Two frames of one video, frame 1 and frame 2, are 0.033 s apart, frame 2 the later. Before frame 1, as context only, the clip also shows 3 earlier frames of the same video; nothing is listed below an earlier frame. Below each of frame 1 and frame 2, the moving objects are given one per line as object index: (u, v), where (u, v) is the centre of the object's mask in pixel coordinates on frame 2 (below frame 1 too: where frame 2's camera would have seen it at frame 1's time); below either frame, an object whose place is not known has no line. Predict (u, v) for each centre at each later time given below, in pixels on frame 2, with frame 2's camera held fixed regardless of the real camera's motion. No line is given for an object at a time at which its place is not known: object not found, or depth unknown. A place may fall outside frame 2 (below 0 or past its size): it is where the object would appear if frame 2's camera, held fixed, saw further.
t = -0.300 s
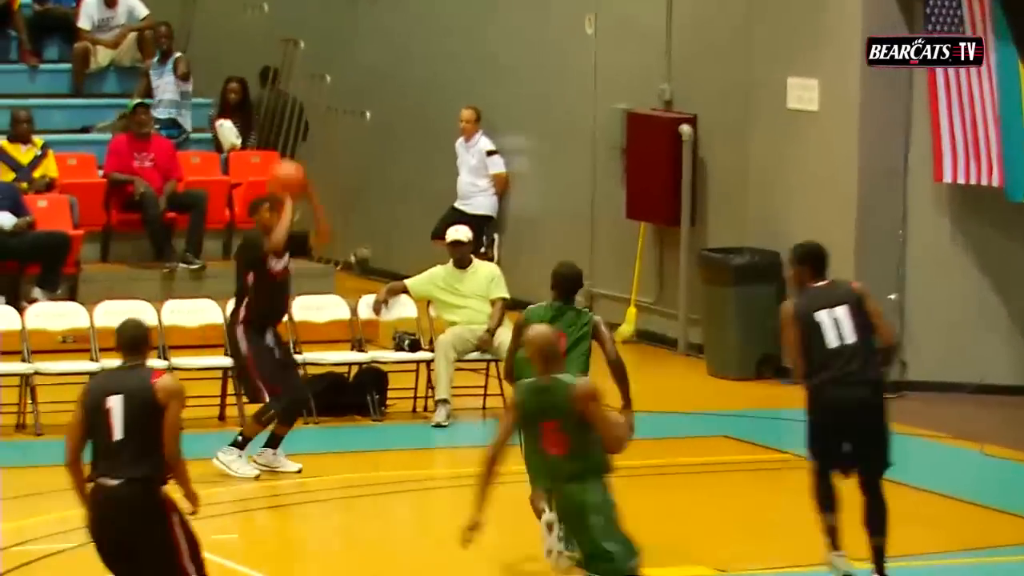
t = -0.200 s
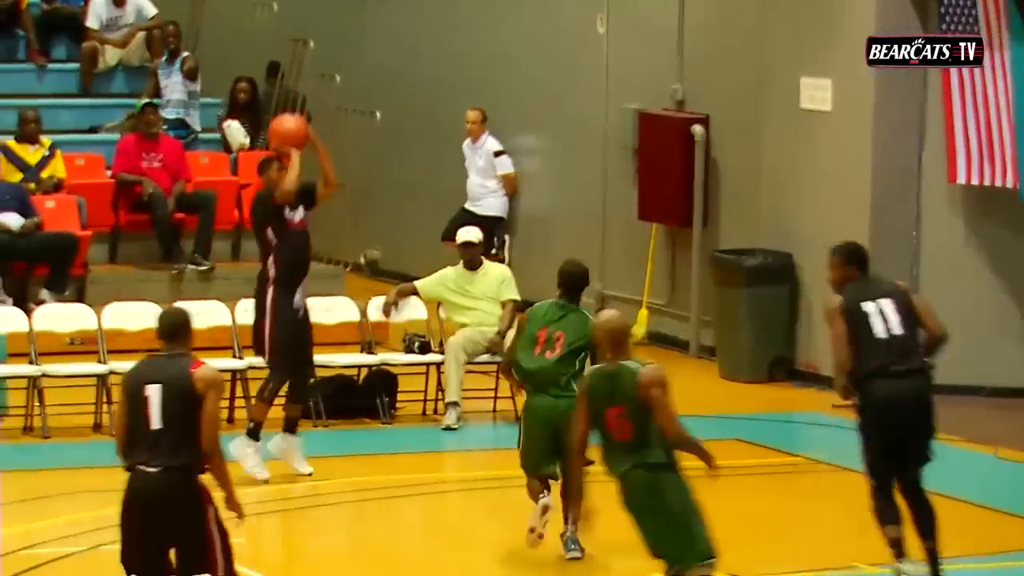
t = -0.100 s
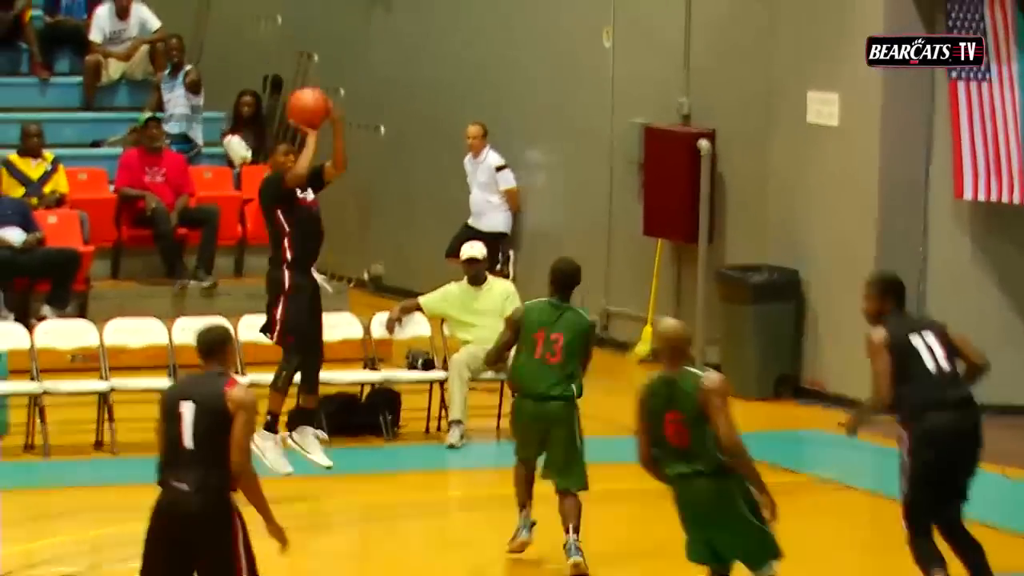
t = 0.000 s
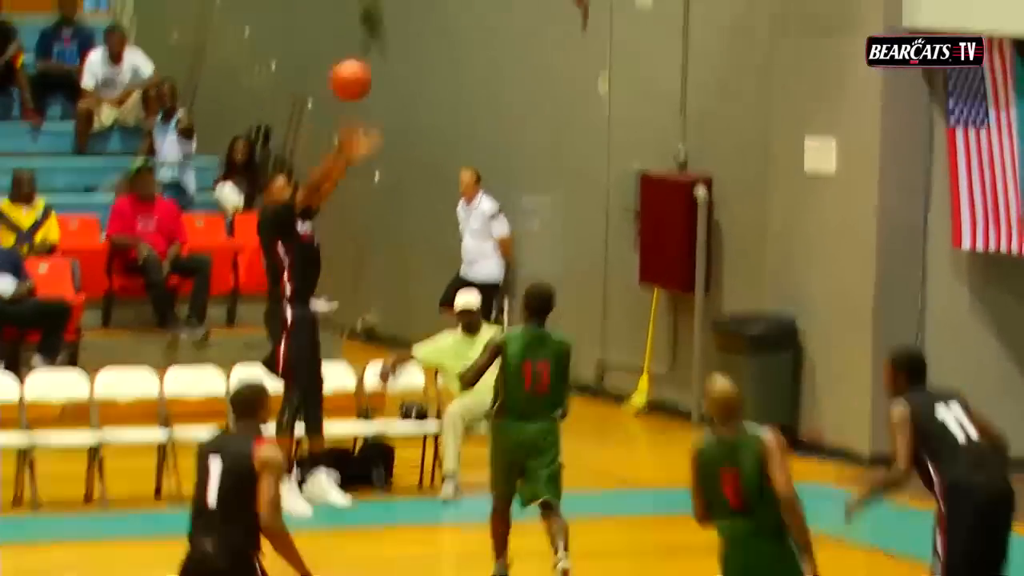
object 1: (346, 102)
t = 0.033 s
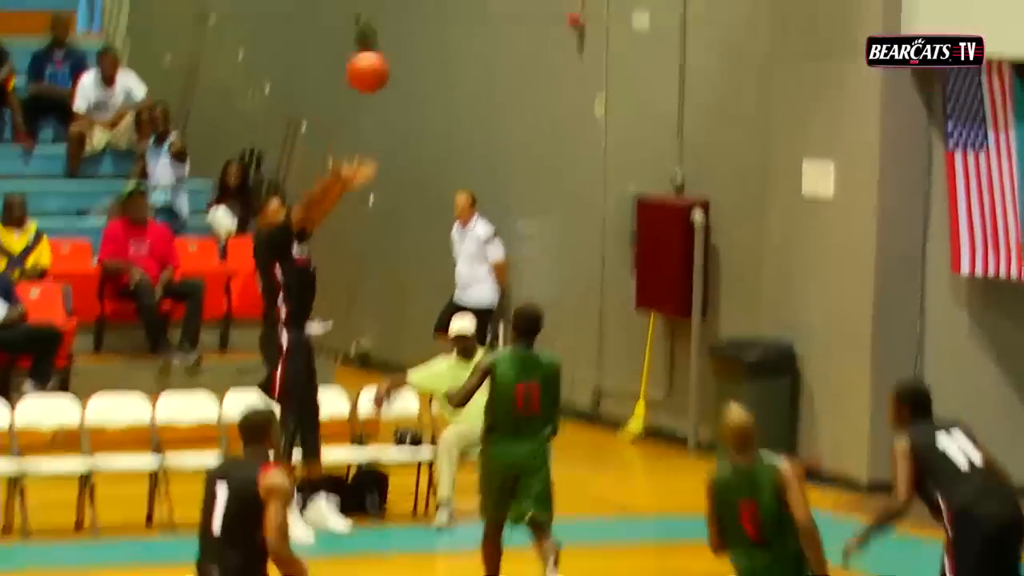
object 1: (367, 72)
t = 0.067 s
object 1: (390, 40)
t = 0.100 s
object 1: (415, 9)
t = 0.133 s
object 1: (440, -21)
